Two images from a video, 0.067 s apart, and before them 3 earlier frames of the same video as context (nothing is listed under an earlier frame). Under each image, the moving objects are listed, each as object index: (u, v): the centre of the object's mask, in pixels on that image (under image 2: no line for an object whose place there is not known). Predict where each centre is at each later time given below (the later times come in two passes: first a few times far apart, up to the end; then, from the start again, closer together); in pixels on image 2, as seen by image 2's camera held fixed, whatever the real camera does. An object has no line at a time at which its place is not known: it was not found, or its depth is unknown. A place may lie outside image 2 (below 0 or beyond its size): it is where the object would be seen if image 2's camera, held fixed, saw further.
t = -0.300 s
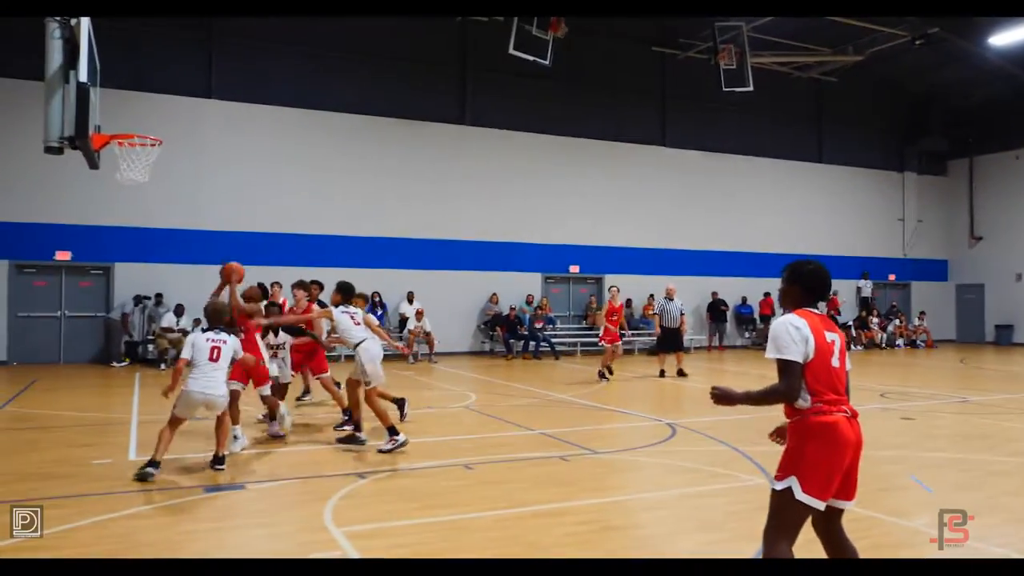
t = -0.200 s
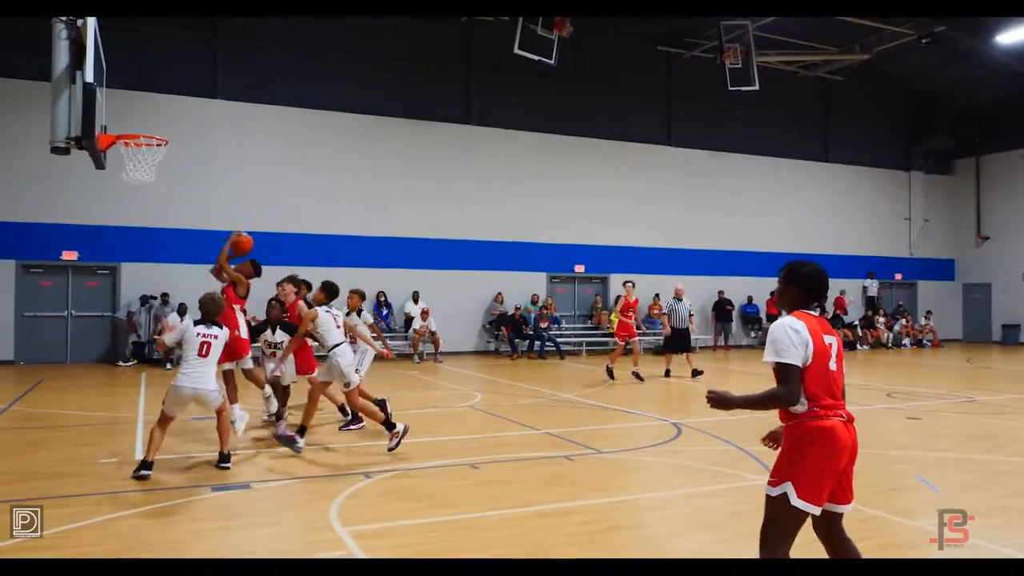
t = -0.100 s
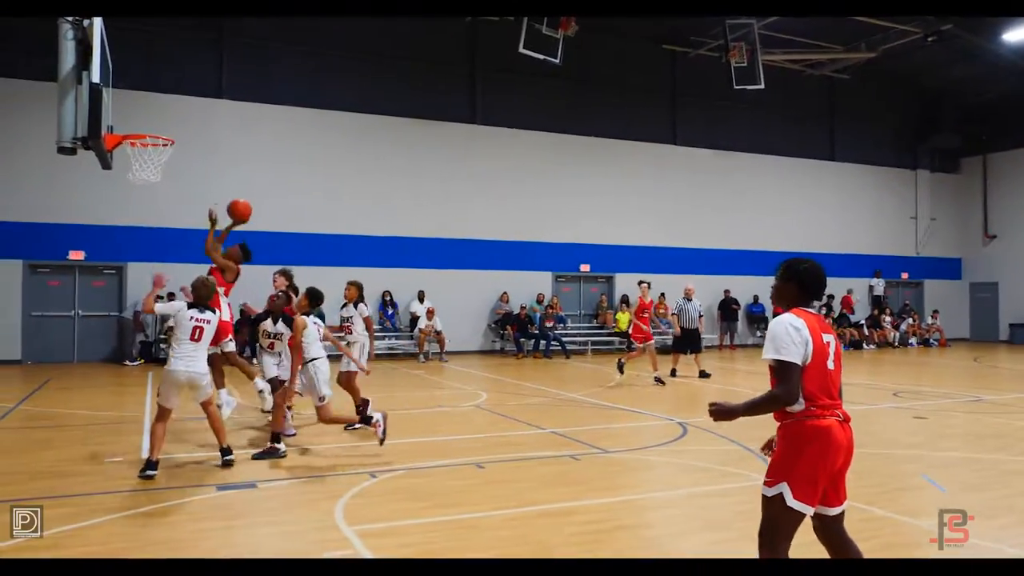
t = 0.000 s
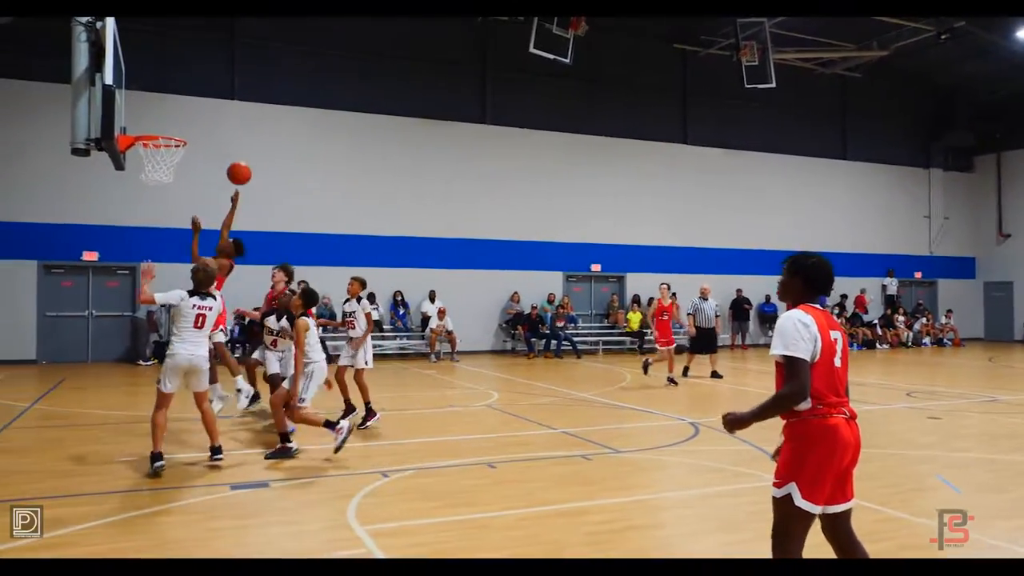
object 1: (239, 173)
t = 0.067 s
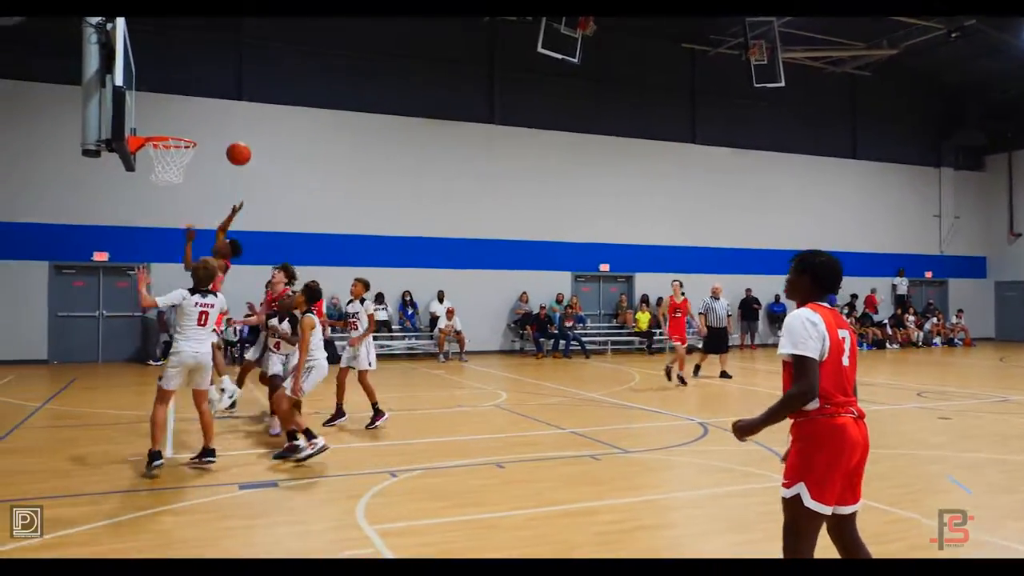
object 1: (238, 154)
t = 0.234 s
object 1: (214, 122)
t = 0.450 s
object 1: (181, 120)
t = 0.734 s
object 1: (170, 174)
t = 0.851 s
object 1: (176, 193)
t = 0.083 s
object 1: (236, 150)
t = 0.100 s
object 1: (233, 145)
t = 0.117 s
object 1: (231, 141)
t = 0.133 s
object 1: (228, 138)
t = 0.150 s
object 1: (226, 134)
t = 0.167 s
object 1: (223, 131)
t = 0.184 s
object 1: (221, 129)
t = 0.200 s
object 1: (219, 126)
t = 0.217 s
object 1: (216, 124)
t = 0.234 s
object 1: (214, 122)
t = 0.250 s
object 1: (211, 120)
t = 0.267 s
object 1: (209, 118)
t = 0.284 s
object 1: (207, 117)
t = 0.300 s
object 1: (204, 116)
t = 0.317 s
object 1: (201, 116)
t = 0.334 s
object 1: (199, 115)
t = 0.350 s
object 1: (196, 115)
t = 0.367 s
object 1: (194, 115)
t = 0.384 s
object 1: (191, 115)
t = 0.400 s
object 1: (189, 116)
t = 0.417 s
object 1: (187, 117)
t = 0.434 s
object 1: (184, 118)
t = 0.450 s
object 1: (181, 120)
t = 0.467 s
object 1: (179, 121)
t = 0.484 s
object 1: (176, 123)
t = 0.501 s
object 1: (174, 125)
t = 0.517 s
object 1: (171, 127)
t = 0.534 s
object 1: (169, 128)
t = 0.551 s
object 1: (166, 130)
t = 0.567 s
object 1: (163, 132)
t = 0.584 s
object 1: (160, 141)
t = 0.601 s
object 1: (160, 144)
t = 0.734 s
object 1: (170, 174)
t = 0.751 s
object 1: (171, 176)
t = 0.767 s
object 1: (172, 179)
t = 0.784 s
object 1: (173, 181)
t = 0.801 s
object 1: (173, 185)
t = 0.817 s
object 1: (174, 187)
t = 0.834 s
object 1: (175, 189)
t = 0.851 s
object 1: (176, 193)
